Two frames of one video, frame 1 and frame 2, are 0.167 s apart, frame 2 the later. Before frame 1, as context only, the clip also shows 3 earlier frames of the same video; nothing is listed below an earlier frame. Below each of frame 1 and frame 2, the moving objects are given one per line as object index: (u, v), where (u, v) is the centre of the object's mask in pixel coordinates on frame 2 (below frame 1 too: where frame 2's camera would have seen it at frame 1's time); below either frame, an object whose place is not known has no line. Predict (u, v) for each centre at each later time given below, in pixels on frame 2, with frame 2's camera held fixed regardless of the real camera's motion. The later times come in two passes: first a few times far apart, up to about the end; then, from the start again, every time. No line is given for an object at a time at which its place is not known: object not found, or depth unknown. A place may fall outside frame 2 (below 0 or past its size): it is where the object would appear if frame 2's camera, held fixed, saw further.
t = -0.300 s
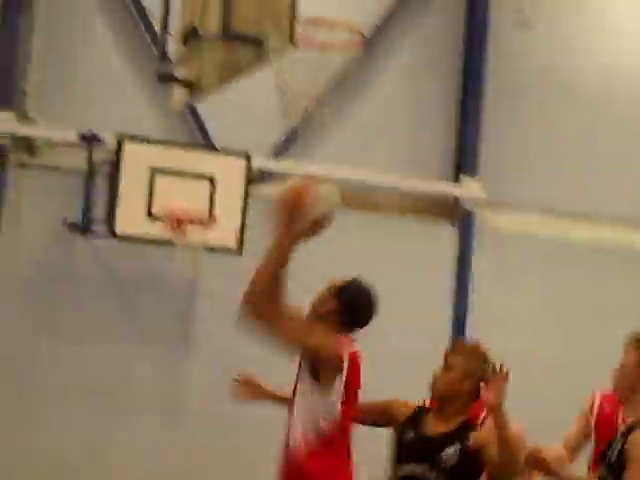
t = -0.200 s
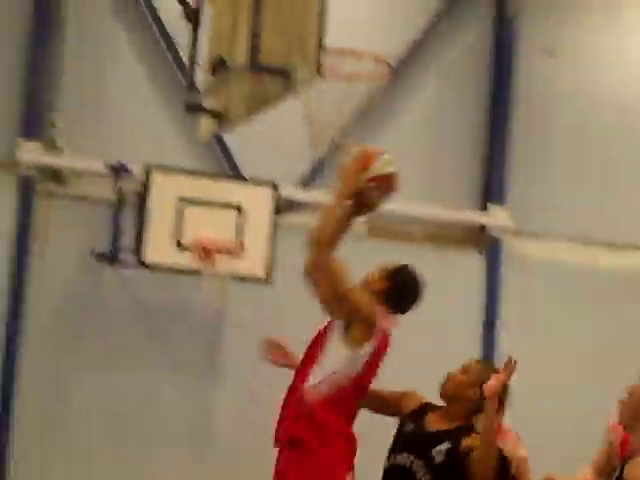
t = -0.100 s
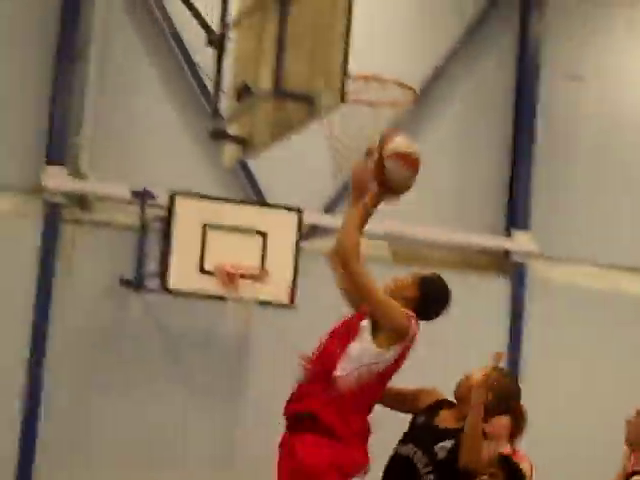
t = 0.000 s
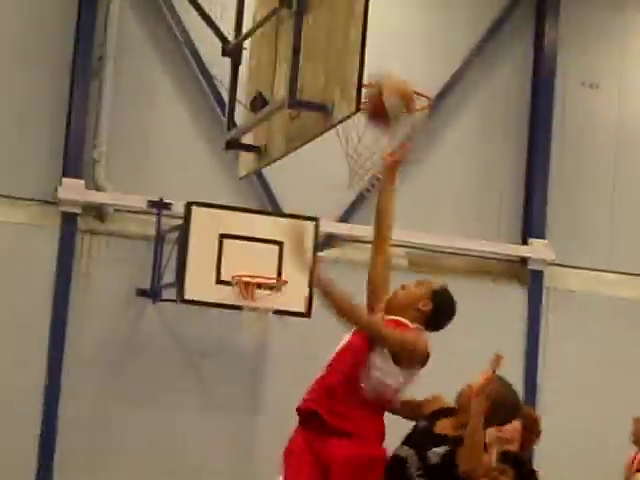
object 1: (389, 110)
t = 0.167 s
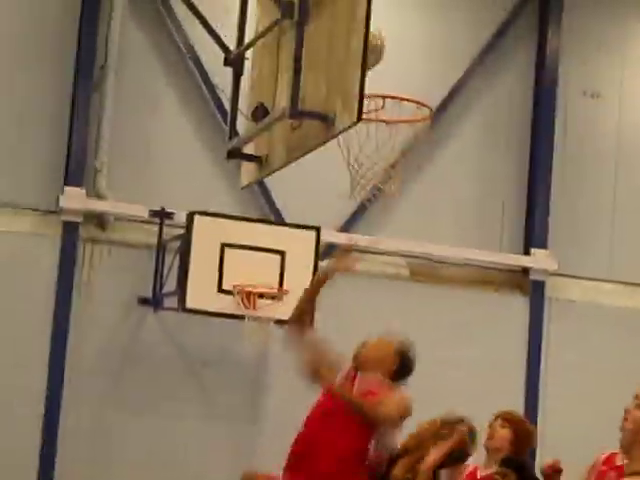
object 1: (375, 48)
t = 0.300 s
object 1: (376, 58)
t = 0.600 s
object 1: (409, 71)
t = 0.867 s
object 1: (450, 78)
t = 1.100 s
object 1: (470, 162)
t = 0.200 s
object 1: (375, 47)
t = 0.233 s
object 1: (375, 48)
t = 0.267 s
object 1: (377, 52)
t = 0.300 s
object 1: (376, 58)
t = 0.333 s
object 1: (378, 64)
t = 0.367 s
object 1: (377, 76)
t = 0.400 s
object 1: (377, 89)
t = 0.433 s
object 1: (379, 93)
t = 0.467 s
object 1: (384, 84)
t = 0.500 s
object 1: (389, 77)
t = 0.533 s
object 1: (396, 72)
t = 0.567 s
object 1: (403, 71)
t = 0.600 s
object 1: (409, 71)
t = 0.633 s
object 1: (418, 73)
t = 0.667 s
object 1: (425, 77)
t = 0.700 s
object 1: (433, 82)
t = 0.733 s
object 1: (435, 79)
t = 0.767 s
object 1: (439, 75)
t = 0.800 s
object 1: (443, 74)
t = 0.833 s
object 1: (447, 74)
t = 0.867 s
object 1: (450, 78)
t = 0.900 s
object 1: (454, 84)
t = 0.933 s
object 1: (456, 90)
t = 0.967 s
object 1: (459, 100)
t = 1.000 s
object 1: (462, 111)
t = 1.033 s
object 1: (466, 127)
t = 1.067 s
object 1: (468, 143)
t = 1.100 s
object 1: (470, 162)
